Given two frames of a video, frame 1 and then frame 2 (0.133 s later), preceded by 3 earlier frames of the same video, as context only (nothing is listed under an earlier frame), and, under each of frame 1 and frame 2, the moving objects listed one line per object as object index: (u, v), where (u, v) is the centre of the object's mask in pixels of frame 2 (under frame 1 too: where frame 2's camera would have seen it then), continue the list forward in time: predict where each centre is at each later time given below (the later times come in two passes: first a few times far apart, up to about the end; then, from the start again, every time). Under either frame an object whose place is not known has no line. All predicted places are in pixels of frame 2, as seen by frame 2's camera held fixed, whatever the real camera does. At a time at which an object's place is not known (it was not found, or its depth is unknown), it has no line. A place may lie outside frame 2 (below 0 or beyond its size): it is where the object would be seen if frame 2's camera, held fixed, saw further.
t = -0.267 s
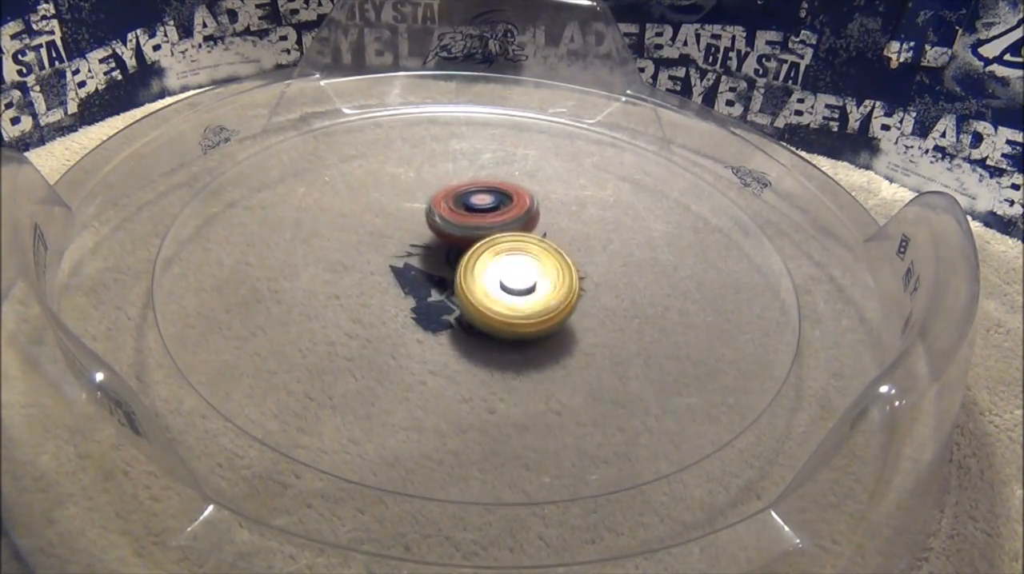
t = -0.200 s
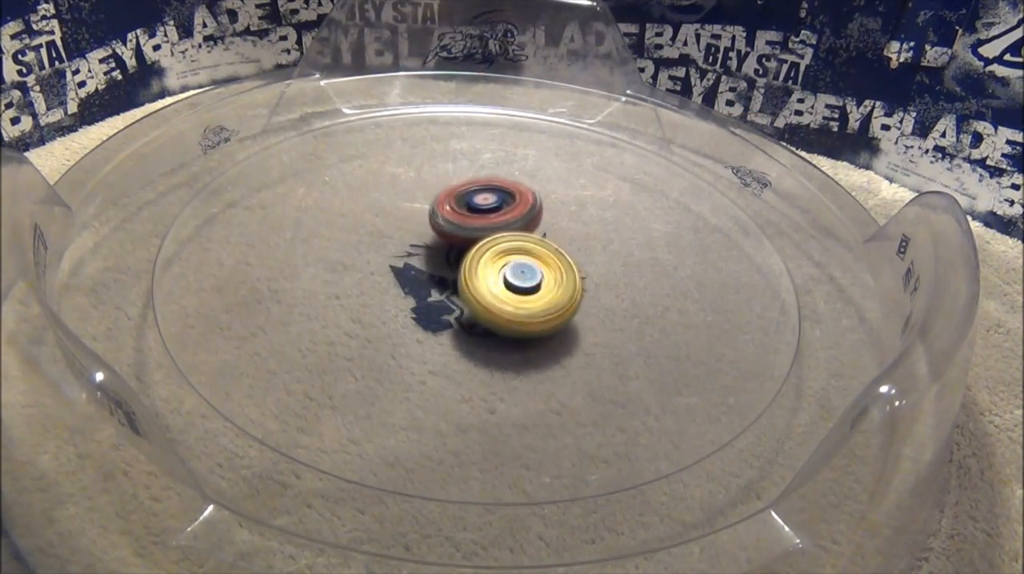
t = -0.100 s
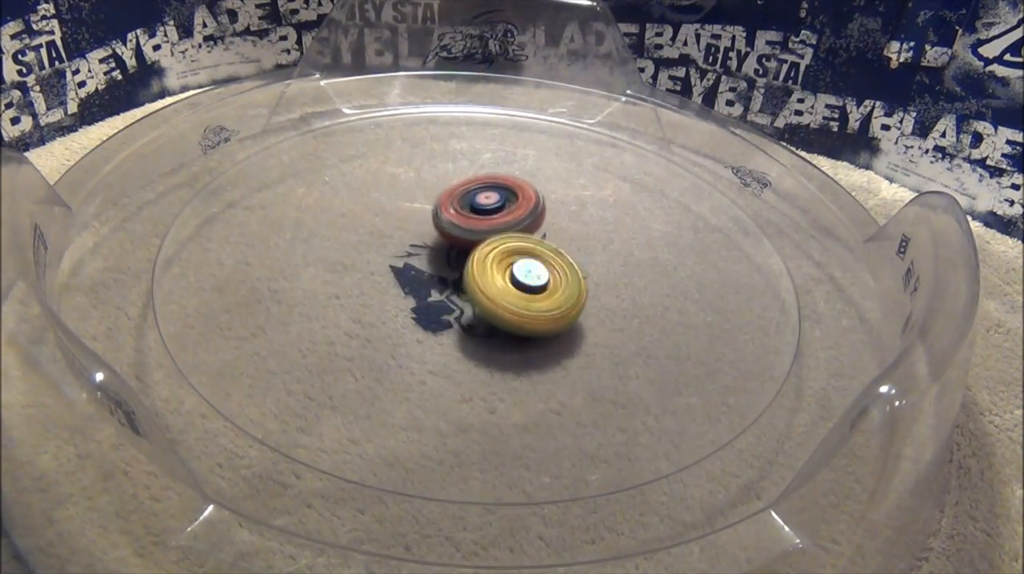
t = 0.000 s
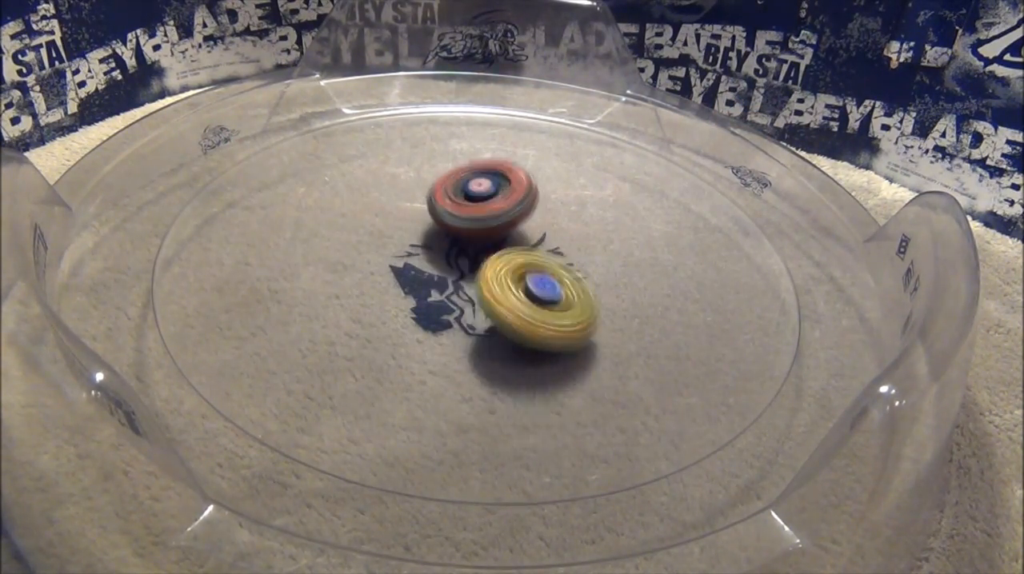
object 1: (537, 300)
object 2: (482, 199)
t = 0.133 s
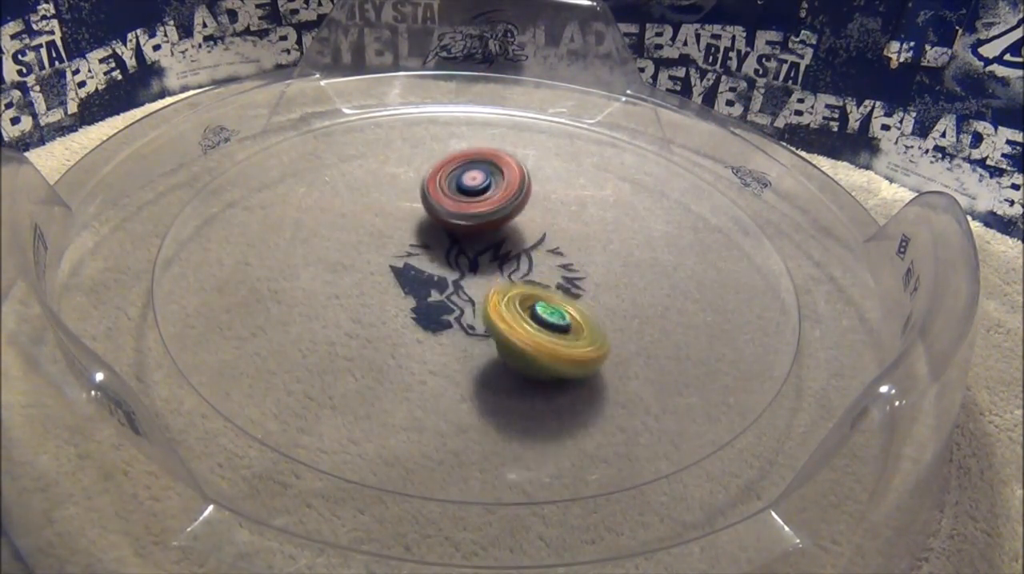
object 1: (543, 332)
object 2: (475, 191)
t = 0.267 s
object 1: (527, 325)
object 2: (477, 196)
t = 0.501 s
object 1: (488, 295)
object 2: (477, 208)
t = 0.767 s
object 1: (528, 369)
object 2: (458, 146)
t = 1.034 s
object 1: (508, 326)
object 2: (483, 187)
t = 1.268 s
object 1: (480, 291)
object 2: (502, 211)
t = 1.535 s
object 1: (487, 290)
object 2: (520, 216)
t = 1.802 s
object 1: (500, 310)
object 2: (530, 205)
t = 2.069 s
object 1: (510, 288)
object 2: (526, 208)
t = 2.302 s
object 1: (514, 287)
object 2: (516, 207)
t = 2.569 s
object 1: (500, 301)
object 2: (517, 215)
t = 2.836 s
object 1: (499, 300)
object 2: (525, 227)
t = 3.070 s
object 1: (497, 295)
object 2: (536, 232)
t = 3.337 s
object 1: (500, 294)
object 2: (531, 216)
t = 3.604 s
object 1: (486, 291)
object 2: (525, 209)
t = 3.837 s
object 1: (474, 287)
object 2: (505, 212)
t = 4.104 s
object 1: (497, 323)
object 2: (411, 261)
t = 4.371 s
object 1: (575, 331)
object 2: (457, 347)
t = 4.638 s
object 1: (661, 274)
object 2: (515, 364)
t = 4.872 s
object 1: (631, 245)
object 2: (551, 293)
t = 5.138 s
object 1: (559, 161)
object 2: (412, 262)
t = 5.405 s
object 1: (475, 266)
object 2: (365, 229)
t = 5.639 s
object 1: (470, 348)
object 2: (412, 252)
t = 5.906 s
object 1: (501, 351)
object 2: (539, 288)
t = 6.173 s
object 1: (666, 275)
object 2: (608, 225)
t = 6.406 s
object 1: (711, 236)
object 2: (575, 196)
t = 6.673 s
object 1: (584, 218)
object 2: (458, 232)
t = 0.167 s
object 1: (540, 333)
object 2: (476, 192)
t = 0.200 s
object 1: (537, 332)
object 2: (477, 193)
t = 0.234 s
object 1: (532, 329)
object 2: (477, 195)
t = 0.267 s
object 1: (527, 325)
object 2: (477, 196)
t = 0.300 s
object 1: (522, 321)
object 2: (477, 198)
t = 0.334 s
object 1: (516, 317)
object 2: (477, 199)
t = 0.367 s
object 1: (511, 313)
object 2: (477, 201)
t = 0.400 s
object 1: (504, 308)
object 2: (477, 202)
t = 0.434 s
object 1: (499, 303)
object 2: (477, 204)
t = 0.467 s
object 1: (492, 299)
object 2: (477, 206)
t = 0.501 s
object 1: (488, 295)
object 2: (477, 208)
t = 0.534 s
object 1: (483, 291)
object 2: (477, 210)
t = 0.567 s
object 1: (479, 289)
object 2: (477, 210)
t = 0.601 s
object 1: (486, 303)
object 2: (471, 190)
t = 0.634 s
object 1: (495, 331)
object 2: (465, 168)
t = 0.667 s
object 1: (505, 345)
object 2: (461, 153)
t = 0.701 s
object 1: (516, 358)
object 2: (458, 146)
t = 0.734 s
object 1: (524, 367)
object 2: (457, 145)
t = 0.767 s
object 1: (528, 369)
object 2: (458, 146)
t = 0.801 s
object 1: (532, 368)
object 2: (461, 149)
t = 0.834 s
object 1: (532, 364)
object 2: (464, 152)
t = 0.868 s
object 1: (530, 360)
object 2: (467, 156)
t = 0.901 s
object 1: (528, 353)
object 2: (470, 162)
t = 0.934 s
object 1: (524, 347)
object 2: (473, 168)
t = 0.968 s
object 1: (519, 340)
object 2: (476, 175)
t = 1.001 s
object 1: (514, 333)
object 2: (480, 181)
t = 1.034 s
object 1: (508, 326)
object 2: (483, 187)
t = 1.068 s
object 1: (503, 318)
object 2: (486, 193)
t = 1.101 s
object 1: (498, 311)
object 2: (489, 198)
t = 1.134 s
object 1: (494, 306)
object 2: (492, 203)
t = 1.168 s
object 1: (490, 300)
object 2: (494, 208)
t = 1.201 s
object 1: (486, 297)
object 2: (497, 210)
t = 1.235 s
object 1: (483, 294)
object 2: (500, 211)
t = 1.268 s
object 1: (480, 291)
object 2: (502, 211)
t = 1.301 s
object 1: (478, 289)
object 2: (505, 212)
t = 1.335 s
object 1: (477, 287)
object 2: (508, 213)
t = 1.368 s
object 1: (478, 287)
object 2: (511, 214)
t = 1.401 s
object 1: (479, 287)
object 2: (512, 214)
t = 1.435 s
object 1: (481, 288)
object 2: (514, 215)
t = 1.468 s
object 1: (483, 289)
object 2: (517, 216)
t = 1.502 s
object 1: (485, 288)
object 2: (519, 217)
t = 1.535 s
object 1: (487, 290)
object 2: (520, 216)
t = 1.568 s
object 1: (488, 300)
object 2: (522, 209)
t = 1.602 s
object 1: (490, 307)
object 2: (523, 204)
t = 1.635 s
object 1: (491, 311)
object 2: (524, 204)
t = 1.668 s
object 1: (494, 314)
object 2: (525, 204)
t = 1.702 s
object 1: (494, 315)
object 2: (527, 204)
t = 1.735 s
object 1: (497, 315)
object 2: (528, 204)
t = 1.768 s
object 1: (499, 312)
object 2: (529, 205)
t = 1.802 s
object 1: (500, 310)
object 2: (530, 205)
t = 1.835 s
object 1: (500, 308)
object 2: (530, 205)
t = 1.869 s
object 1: (502, 306)
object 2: (530, 206)
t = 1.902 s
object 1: (503, 303)
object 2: (530, 206)
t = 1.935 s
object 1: (505, 299)
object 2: (530, 207)
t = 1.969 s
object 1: (505, 294)
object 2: (529, 208)
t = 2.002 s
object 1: (506, 291)
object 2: (528, 210)
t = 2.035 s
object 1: (508, 288)
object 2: (527, 211)
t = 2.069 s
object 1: (510, 288)
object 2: (526, 208)
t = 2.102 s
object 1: (514, 291)
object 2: (524, 206)
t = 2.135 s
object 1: (516, 291)
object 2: (522, 206)
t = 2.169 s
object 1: (517, 291)
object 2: (521, 206)
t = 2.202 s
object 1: (518, 290)
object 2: (520, 207)
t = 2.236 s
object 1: (518, 288)
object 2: (518, 207)
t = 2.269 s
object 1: (516, 287)
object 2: (517, 206)
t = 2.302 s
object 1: (514, 287)
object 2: (516, 207)
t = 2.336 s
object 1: (511, 290)
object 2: (516, 206)
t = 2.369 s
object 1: (508, 296)
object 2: (515, 206)
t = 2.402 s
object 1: (505, 299)
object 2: (514, 207)
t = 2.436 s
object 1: (504, 301)
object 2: (514, 209)
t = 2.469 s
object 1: (502, 303)
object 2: (514, 210)
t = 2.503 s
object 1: (502, 303)
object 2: (515, 212)
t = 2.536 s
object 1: (501, 302)
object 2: (516, 214)
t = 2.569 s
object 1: (500, 301)
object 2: (517, 215)
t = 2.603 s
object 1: (499, 300)
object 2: (518, 216)
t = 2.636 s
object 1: (498, 299)
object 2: (519, 218)
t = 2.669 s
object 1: (497, 298)
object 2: (520, 219)
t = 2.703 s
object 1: (497, 296)
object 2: (522, 221)
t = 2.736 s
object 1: (498, 297)
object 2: (523, 222)
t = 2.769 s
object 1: (498, 300)
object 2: (523, 223)
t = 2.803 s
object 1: (499, 301)
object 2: (524, 225)
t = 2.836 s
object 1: (499, 300)
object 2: (525, 227)
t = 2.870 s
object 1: (499, 300)
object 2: (526, 228)
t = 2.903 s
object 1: (499, 300)
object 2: (528, 229)
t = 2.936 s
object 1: (499, 299)
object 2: (530, 229)
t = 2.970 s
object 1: (498, 298)
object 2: (531, 230)
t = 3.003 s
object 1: (498, 297)
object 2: (532, 231)
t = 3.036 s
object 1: (497, 297)
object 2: (534, 232)
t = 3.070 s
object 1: (497, 295)
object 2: (536, 232)
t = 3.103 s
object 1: (495, 293)
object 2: (537, 232)
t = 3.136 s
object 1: (494, 291)
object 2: (538, 233)
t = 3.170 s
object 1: (494, 293)
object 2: (537, 231)
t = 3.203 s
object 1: (494, 295)
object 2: (534, 226)
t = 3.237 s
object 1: (497, 296)
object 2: (532, 222)
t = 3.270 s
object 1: (498, 296)
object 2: (531, 220)
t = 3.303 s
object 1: (500, 294)
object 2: (530, 219)
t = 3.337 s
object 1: (500, 294)
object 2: (531, 216)
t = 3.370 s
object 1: (497, 295)
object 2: (531, 213)
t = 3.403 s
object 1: (496, 296)
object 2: (530, 212)
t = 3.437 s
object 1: (495, 296)
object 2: (529, 210)
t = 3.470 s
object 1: (494, 296)
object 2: (529, 210)
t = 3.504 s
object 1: (493, 296)
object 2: (529, 209)
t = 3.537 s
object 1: (492, 295)
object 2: (527, 209)
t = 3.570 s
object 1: (489, 293)
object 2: (526, 209)
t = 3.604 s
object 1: (486, 291)
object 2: (525, 209)
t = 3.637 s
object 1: (484, 289)
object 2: (524, 210)
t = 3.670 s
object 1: (480, 286)
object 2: (523, 210)
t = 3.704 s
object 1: (476, 285)
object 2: (522, 212)
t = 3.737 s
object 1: (473, 283)
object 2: (521, 214)
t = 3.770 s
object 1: (470, 282)
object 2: (520, 216)
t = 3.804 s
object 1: (469, 280)
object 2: (518, 216)
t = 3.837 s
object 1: (474, 287)
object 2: (505, 212)
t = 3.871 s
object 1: (480, 291)
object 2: (487, 211)
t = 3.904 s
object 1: (485, 296)
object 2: (469, 215)
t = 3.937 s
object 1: (485, 302)
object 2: (451, 223)
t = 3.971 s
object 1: (485, 306)
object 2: (439, 229)
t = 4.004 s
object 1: (483, 309)
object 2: (431, 236)
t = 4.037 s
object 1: (482, 313)
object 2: (425, 243)
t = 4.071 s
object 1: (489, 319)
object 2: (417, 252)
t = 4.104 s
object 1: (497, 323)
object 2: (411, 261)
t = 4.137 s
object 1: (504, 330)
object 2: (408, 272)
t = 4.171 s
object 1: (509, 335)
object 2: (408, 282)
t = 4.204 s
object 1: (512, 340)
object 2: (411, 289)
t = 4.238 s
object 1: (520, 343)
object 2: (416, 298)
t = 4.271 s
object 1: (535, 339)
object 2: (422, 310)
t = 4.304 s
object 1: (549, 336)
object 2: (428, 327)
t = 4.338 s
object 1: (563, 332)
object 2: (443, 339)
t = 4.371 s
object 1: (575, 331)
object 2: (457, 347)
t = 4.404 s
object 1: (585, 329)
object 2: (475, 345)
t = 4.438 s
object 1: (594, 329)
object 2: (493, 349)
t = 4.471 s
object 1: (603, 327)
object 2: (506, 351)
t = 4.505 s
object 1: (622, 314)
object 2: (505, 357)
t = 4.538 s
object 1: (637, 300)
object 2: (504, 367)
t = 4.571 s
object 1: (647, 290)
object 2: (509, 369)
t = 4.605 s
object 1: (656, 282)
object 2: (513, 368)
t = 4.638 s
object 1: (661, 274)
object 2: (515, 364)
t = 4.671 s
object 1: (664, 268)
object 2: (519, 359)
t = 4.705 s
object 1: (663, 264)
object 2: (522, 351)
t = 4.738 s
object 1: (660, 260)
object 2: (527, 341)
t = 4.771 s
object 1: (654, 255)
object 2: (534, 331)
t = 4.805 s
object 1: (646, 253)
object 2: (541, 319)
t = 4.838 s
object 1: (640, 248)
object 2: (547, 307)
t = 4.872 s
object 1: (631, 245)
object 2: (551, 293)
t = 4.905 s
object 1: (623, 229)
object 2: (538, 290)
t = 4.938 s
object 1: (616, 210)
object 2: (514, 298)
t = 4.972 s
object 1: (614, 185)
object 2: (490, 300)
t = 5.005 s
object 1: (606, 172)
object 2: (469, 299)
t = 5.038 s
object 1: (595, 163)
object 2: (451, 294)
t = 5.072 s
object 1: (583, 158)
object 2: (436, 285)
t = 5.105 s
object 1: (570, 158)
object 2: (423, 274)
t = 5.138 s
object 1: (559, 161)
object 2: (412, 262)
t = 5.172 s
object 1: (547, 171)
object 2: (401, 253)
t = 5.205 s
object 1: (539, 179)
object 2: (391, 243)
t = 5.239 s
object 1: (529, 189)
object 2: (384, 234)
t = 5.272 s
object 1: (518, 203)
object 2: (377, 229)
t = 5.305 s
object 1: (506, 217)
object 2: (373, 226)
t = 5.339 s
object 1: (489, 234)
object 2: (371, 227)
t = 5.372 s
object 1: (482, 250)
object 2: (367, 227)
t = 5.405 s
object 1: (475, 266)
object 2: (365, 229)
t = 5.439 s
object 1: (470, 282)
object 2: (367, 232)
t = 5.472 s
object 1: (467, 297)
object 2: (372, 232)
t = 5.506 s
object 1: (465, 310)
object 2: (378, 233)
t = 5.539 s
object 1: (465, 322)
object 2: (384, 236)
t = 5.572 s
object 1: (466, 332)
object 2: (392, 239)
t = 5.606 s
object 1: (468, 340)
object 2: (401, 244)
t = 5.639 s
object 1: (470, 348)
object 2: (412, 252)
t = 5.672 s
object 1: (472, 354)
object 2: (422, 261)
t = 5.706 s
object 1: (474, 358)
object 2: (434, 269)
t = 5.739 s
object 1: (477, 361)
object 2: (448, 280)
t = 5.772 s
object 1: (479, 362)
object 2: (466, 293)
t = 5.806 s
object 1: (486, 361)
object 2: (481, 297)
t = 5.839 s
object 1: (490, 358)
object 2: (506, 285)
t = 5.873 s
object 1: (496, 355)
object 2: (525, 286)
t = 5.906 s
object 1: (501, 351)
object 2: (539, 288)
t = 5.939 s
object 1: (512, 346)
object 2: (553, 283)
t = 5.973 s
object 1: (529, 337)
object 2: (565, 274)
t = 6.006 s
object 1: (551, 329)
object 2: (574, 269)
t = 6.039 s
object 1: (573, 317)
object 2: (582, 255)
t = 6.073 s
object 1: (596, 309)
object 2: (591, 246)
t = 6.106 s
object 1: (617, 293)
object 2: (599, 239)
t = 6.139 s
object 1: (643, 284)
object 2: (606, 229)
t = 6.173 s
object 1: (666, 275)
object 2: (608, 225)
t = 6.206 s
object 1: (690, 268)
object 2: (607, 216)
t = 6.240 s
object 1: (707, 258)
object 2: (606, 208)
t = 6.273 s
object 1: (717, 254)
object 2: (604, 202)
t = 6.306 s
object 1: (722, 247)
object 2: (599, 199)
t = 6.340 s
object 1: (723, 242)
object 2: (593, 196)
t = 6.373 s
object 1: (718, 238)
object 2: (583, 199)
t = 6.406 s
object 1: (711, 236)
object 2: (575, 196)
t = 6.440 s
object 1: (701, 235)
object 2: (564, 198)
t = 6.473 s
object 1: (688, 234)
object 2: (552, 199)
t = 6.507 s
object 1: (675, 233)
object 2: (537, 201)
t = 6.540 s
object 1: (659, 231)
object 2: (524, 204)
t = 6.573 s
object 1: (642, 228)
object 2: (509, 209)
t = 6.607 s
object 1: (623, 225)
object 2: (494, 214)
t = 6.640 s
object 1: (603, 222)
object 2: (478, 222)
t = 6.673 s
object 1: (584, 218)
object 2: (458, 232)
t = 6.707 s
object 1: (564, 216)
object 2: (435, 240)
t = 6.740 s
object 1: (545, 212)
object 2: (413, 248)
